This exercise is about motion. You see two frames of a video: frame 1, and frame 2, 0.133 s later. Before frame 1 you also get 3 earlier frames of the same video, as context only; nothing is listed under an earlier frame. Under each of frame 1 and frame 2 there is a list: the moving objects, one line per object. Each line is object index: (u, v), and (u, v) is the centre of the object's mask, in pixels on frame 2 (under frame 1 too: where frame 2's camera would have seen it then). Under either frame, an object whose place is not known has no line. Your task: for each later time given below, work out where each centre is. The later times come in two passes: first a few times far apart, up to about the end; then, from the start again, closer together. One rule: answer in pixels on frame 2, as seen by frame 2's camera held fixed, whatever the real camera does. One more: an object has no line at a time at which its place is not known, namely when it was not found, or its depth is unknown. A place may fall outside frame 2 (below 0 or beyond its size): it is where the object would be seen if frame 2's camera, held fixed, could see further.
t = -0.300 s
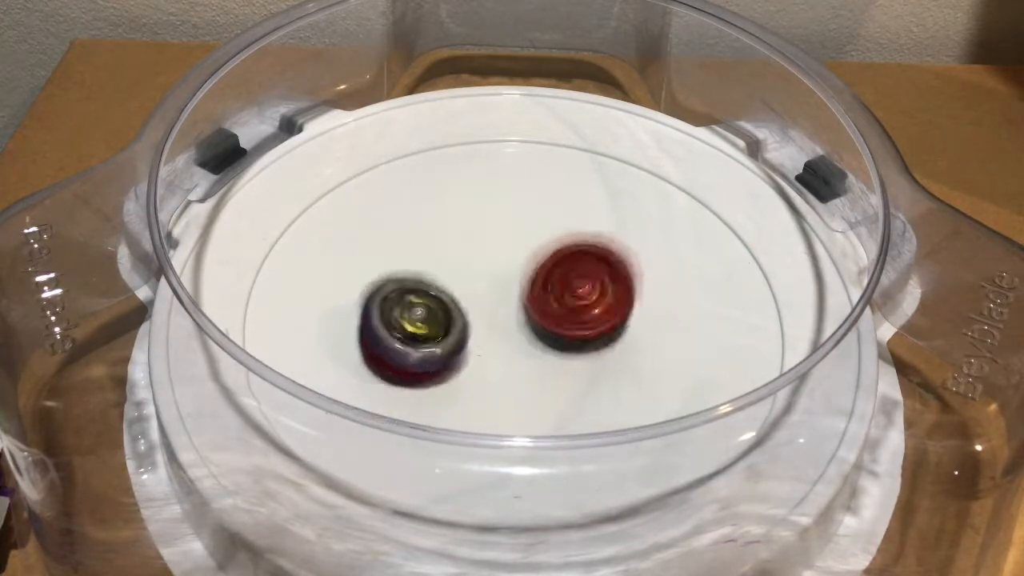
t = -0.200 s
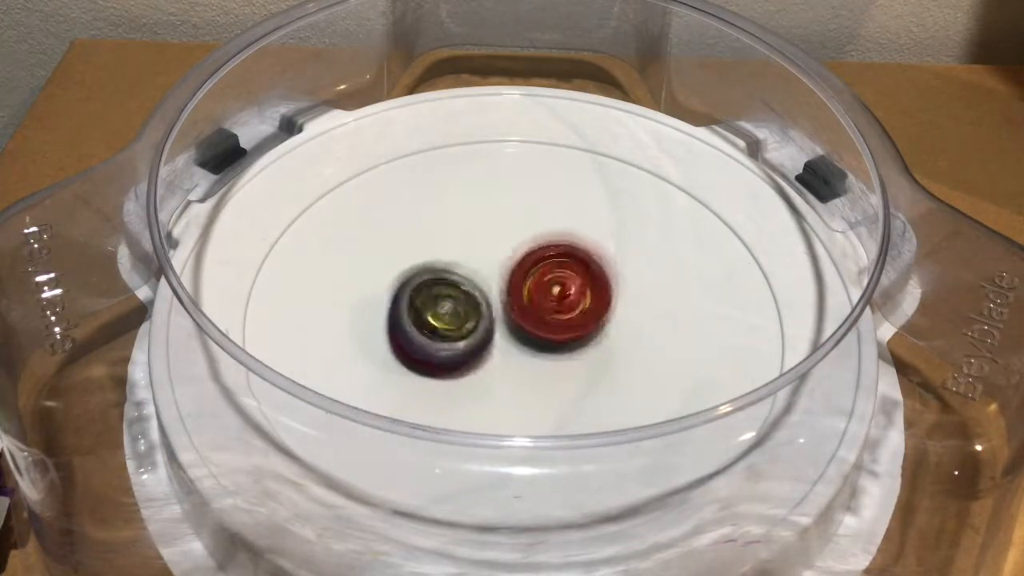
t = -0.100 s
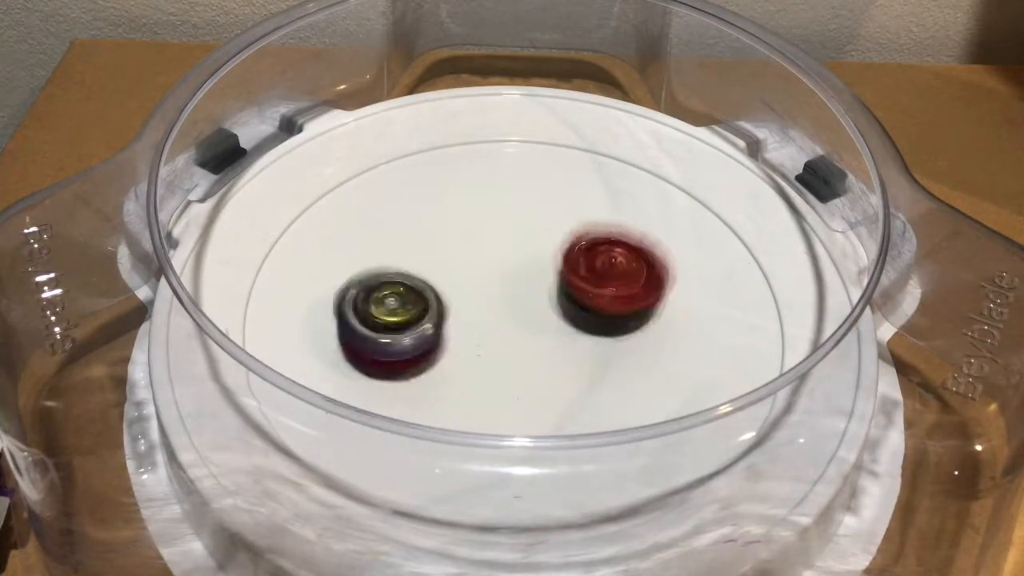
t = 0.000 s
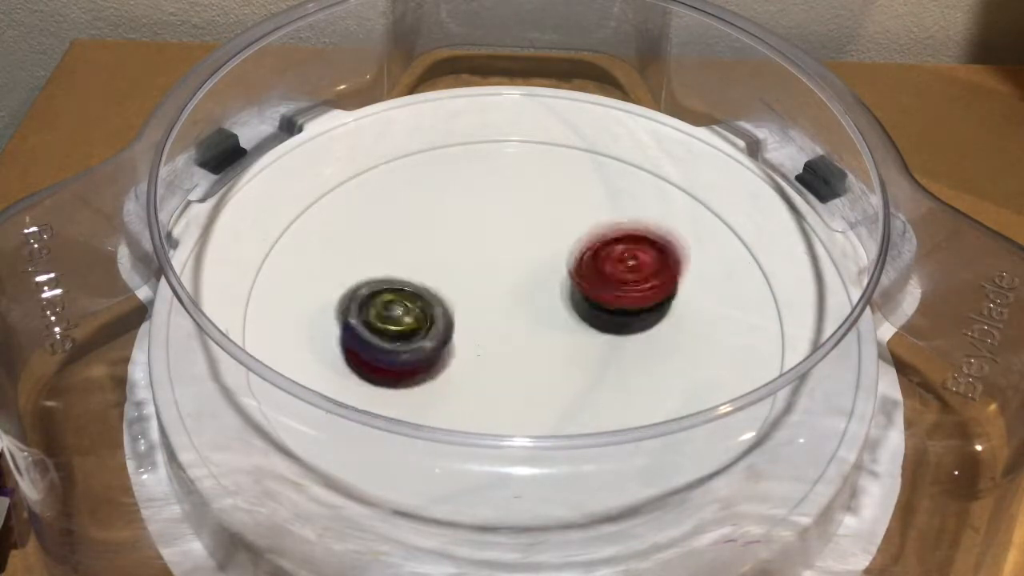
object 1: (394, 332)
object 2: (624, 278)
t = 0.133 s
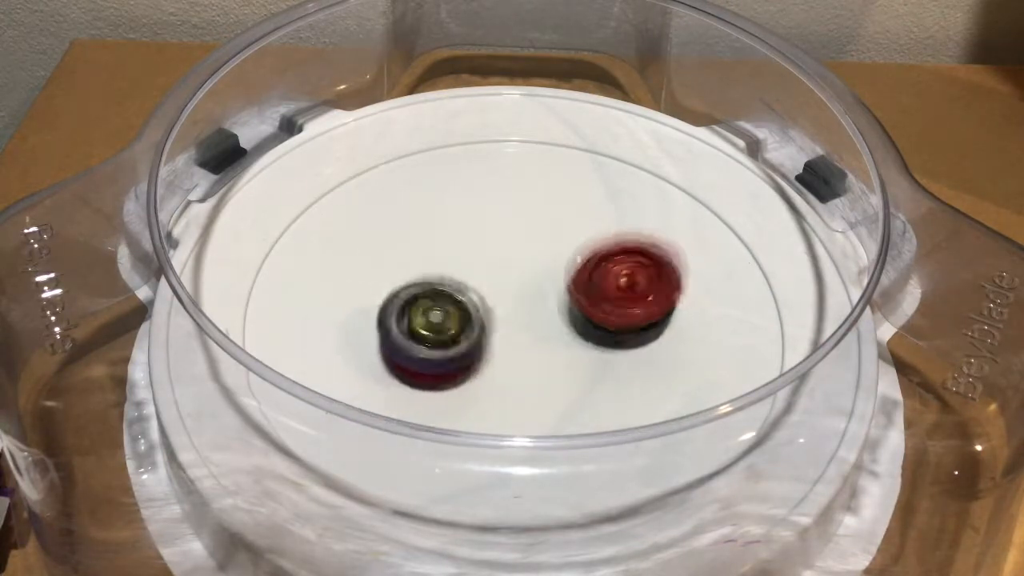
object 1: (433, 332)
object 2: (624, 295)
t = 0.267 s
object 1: (470, 333)
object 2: (593, 305)
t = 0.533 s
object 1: (447, 374)
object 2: (594, 284)
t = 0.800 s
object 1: (462, 367)
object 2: (565, 299)
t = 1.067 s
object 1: (486, 331)
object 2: (594, 298)
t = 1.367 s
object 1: (509, 303)
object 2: (598, 246)
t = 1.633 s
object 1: (479, 310)
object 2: (555, 251)
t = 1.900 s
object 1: (455, 294)
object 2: (564, 263)
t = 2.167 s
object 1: (455, 295)
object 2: (575, 275)
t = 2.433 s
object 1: (456, 318)
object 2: (567, 292)
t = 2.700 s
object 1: (442, 316)
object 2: (568, 284)
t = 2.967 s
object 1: (468, 324)
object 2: (558, 275)
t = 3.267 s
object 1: (473, 327)
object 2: (553, 261)
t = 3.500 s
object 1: (473, 326)
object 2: (555, 267)
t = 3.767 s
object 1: (473, 327)
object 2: (556, 272)
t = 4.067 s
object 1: (472, 325)
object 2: (555, 269)
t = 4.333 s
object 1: (473, 327)
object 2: (555, 268)
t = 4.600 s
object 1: (473, 327)
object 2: (555, 267)
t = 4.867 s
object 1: (473, 327)
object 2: (555, 267)
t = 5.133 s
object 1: (473, 326)
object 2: (555, 267)
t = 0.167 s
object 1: (442, 332)
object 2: (617, 296)
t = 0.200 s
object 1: (452, 332)
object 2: (610, 299)
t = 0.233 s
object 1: (461, 333)
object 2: (602, 302)
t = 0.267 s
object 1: (470, 333)
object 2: (593, 305)
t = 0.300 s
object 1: (479, 336)
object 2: (588, 308)
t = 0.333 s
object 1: (471, 345)
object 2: (593, 303)
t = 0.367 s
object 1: (461, 352)
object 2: (599, 297)
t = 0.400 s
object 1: (456, 358)
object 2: (601, 293)
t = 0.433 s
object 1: (454, 361)
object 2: (602, 290)
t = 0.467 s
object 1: (452, 366)
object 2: (601, 288)
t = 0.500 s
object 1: (450, 370)
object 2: (598, 286)
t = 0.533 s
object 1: (447, 374)
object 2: (594, 284)
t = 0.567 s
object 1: (444, 377)
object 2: (589, 283)
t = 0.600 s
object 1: (442, 379)
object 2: (584, 283)
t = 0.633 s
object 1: (443, 379)
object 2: (580, 284)
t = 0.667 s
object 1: (444, 379)
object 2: (576, 287)
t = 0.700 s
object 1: (447, 378)
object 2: (573, 290)
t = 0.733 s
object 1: (451, 376)
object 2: (572, 293)
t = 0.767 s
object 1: (456, 373)
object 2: (569, 297)
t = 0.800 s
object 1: (462, 367)
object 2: (565, 299)
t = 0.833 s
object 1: (467, 361)
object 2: (563, 303)
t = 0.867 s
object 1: (473, 356)
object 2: (562, 306)
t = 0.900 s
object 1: (471, 354)
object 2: (567, 306)
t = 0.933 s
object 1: (468, 353)
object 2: (575, 303)
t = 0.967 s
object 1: (471, 347)
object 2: (581, 303)
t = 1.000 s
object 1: (476, 341)
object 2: (588, 302)
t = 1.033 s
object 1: (481, 336)
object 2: (591, 300)
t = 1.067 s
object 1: (486, 331)
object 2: (594, 298)
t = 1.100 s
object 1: (481, 331)
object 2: (603, 294)
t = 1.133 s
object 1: (477, 329)
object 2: (613, 285)
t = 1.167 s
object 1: (478, 326)
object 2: (622, 277)
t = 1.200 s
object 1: (483, 321)
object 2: (624, 270)
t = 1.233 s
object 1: (488, 316)
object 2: (624, 265)
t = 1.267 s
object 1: (494, 314)
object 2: (619, 260)
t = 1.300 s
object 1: (498, 310)
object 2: (614, 253)
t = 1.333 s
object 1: (504, 307)
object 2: (606, 250)
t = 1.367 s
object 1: (509, 303)
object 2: (598, 246)
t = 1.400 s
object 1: (510, 302)
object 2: (591, 242)
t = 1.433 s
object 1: (504, 306)
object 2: (583, 239)
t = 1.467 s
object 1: (498, 310)
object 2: (577, 237)
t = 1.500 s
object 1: (493, 310)
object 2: (571, 239)
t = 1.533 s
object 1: (487, 312)
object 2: (565, 242)
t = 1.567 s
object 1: (486, 312)
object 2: (559, 242)
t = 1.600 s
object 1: (482, 311)
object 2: (556, 245)
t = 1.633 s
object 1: (479, 310)
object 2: (555, 251)
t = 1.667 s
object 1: (474, 307)
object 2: (559, 256)
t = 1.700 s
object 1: (466, 305)
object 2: (563, 261)
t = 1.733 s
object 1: (463, 303)
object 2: (568, 262)
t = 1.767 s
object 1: (460, 299)
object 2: (568, 265)
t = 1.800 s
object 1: (460, 297)
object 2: (567, 266)
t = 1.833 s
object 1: (459, 296)
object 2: (566, 264)
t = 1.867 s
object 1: (455, 294)
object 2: (566, 262)
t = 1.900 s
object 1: (455, 294)
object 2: (564, 263)
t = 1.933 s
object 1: (453, 291)
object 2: (564, 261)
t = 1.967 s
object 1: (447, 292)
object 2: (576, 259)
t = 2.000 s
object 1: (442, 290)
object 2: (585, 258)
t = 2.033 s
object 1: (440, 291)
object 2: (590, 260)
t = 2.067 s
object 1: (442, 290)
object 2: (589, 262)
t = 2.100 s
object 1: (446, 290)
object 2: (586, 264)
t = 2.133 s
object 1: (451, 291)
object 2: (582, 269)
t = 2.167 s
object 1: (455, 295)
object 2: (575, 275)
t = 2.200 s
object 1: (458, 298)
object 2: (573, 279)
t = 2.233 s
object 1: (457, 302)
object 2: (572, 282)
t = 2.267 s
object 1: (458, 304)
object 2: (567, 283)
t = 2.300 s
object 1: (460, 305)
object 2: (561, 283)
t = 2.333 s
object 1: (458, 309)
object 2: (561, 285)
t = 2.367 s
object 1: (455, 312)
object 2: (563, 288)
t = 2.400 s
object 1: (456, 315)
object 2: (565, 290)
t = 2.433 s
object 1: (456, 318)
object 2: (567, 292)
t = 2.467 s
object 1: (457, 319)
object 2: (563, 293)
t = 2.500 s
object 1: (455, 322)
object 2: (560, 294)
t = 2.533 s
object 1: (453, 323)
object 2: (559, 292)
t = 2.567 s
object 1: (451, 322)
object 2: (558, 290)
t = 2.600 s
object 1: (448, 322)
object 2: (559, 286)
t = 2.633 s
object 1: (440, 320)
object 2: (564, 283)
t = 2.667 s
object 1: (439, 317)
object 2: (568, 283)
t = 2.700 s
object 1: (442, 316)
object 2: (568, 284)
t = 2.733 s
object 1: (444, 316)
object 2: (566, 286)
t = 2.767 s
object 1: (447, 316)
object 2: (564, 288)
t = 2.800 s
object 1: (452, 317)
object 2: (561, 290)
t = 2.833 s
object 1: (458, 317)
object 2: (560, 289)
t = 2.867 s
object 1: (460, 319)
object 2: (560, 287)
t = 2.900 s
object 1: (464, 320)
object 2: (561, 284)
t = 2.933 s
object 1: (466, 321)
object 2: (561, 280)
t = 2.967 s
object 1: (468, 324)
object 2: (558, 275)
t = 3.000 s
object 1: (471, 326)
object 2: (556, 270)
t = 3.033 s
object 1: (473, 327)
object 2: (554, 267)
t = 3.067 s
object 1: (473, 327)
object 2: (554, 265)
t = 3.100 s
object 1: (473, 327)
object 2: (554, 264)
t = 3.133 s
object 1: (473, 327)
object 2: (553, 260)
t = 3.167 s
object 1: (473, 327)
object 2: (553, 262)
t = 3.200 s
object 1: (473, 327)
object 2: (553, 261)
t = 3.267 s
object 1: (473, 327)
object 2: (553, 261)
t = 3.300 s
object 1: (473, 327)
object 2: (553, 262)
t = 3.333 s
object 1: (473, 326)
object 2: (553, 261)
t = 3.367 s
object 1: (473, 326)
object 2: (554, 263)
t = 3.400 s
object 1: (473, 326)
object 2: (554, 265)
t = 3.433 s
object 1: (473, 327)
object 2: (554, 263)
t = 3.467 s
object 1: (473, 327)
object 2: (555, 267)
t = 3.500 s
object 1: (473, 326)
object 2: (555, 267)
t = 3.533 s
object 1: (473, 327)
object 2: (556, 271)
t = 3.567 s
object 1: (473, 327)
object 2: (556, 271)
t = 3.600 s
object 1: (473, 327)
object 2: (557, 272)
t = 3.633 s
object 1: (473, 326)
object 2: (557, 272)
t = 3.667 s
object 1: (473, 327)
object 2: (557, 272)
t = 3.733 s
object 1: (472, 326)
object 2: (557, 272)
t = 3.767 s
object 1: (473, 327)
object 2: (556, 272)
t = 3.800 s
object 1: (472, 326)
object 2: (556, 271)
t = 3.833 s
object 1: (473, 327)
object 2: (556, 270)
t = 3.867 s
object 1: (472, 326)
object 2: (555, 270)
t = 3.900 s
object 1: (473, 327)
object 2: (555, 269)
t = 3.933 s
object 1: (472, 325)
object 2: (555, 269)
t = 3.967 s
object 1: (473, 327)
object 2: (555, 269)
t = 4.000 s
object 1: (472, 325)
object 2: (555, 269)
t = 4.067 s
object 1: (472, 325)
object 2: (555, 269)
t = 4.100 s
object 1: (473, 327)
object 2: (555, 269)
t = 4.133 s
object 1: (472, 325)
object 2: (555, 269)
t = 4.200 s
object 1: (473, 327)
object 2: (555, 269)
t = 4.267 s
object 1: (473, 327)
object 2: (555, 269)
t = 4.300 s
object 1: (472, 326)
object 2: (555, 269)
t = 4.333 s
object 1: (473, 327)
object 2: (555, 268)
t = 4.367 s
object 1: (472, 326)
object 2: (555, 268)
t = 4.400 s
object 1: (472, 326)
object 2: (555, 268)
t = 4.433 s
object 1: (472, 325)
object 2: (555, 267)
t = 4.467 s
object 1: (472, 325)
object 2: (555, 267)
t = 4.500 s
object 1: (473, 326)
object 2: (555, 267)
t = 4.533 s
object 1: (472, 326)
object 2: (555, 267)
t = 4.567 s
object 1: (473, 327)
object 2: (555, 267)
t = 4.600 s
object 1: (473, 327)
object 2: (555, 267)
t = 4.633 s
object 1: (473, 327)
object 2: (555, 267)
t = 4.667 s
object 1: (472, 326)
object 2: (555, 267)
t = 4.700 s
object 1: (472, 325)
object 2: (555, 267)
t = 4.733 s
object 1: (473, 327)
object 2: (555, 267)
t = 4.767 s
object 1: (473, 326)
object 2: (555, 267)
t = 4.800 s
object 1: (472, 326)
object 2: (555, 267)
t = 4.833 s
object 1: (473, 327)
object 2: (555, 267)
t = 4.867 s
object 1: (473, 327)
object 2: (555, 267)
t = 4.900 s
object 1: (473, 325)
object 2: (555, 267)
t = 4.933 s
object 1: (473, 327)
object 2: (555, 267)
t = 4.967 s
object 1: (473, 327)
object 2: (555, 267)
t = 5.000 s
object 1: (472, 325)
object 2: (555, 267)
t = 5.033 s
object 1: (472, 325)
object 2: (555, 267)
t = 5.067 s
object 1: (473, 327)
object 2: (555, 267)
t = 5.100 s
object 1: (473, 327)
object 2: (555, 267)
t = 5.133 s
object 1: (473, 326)
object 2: (555, 267)
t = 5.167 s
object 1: (473, 327)
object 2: (555, 267)
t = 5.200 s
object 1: (473, 327)
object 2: (555, 267)
